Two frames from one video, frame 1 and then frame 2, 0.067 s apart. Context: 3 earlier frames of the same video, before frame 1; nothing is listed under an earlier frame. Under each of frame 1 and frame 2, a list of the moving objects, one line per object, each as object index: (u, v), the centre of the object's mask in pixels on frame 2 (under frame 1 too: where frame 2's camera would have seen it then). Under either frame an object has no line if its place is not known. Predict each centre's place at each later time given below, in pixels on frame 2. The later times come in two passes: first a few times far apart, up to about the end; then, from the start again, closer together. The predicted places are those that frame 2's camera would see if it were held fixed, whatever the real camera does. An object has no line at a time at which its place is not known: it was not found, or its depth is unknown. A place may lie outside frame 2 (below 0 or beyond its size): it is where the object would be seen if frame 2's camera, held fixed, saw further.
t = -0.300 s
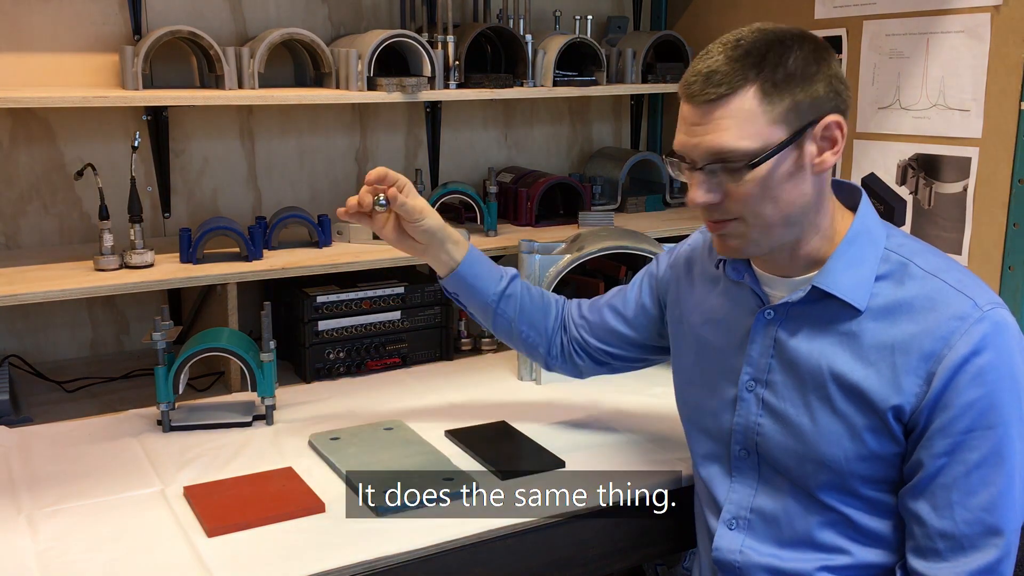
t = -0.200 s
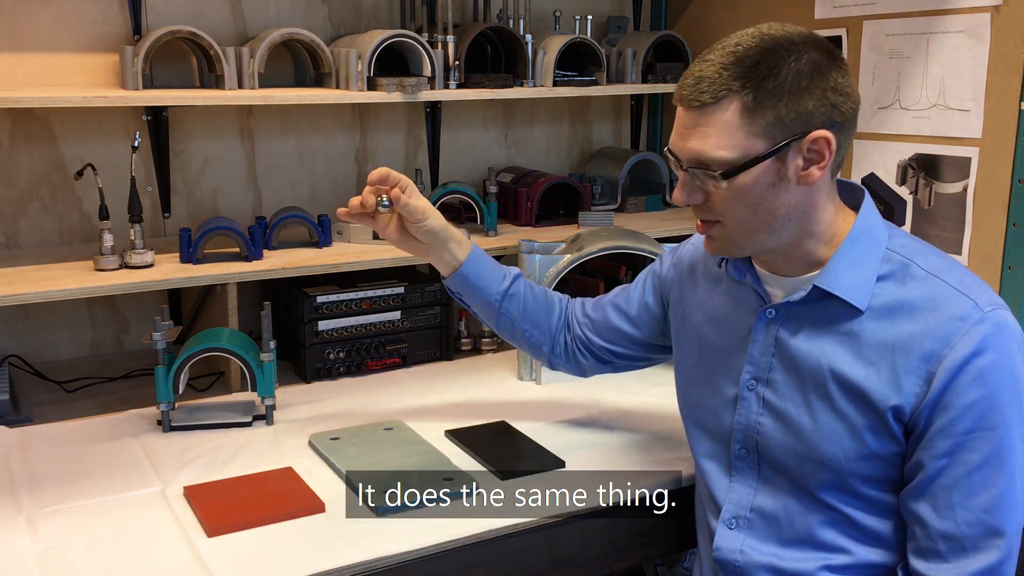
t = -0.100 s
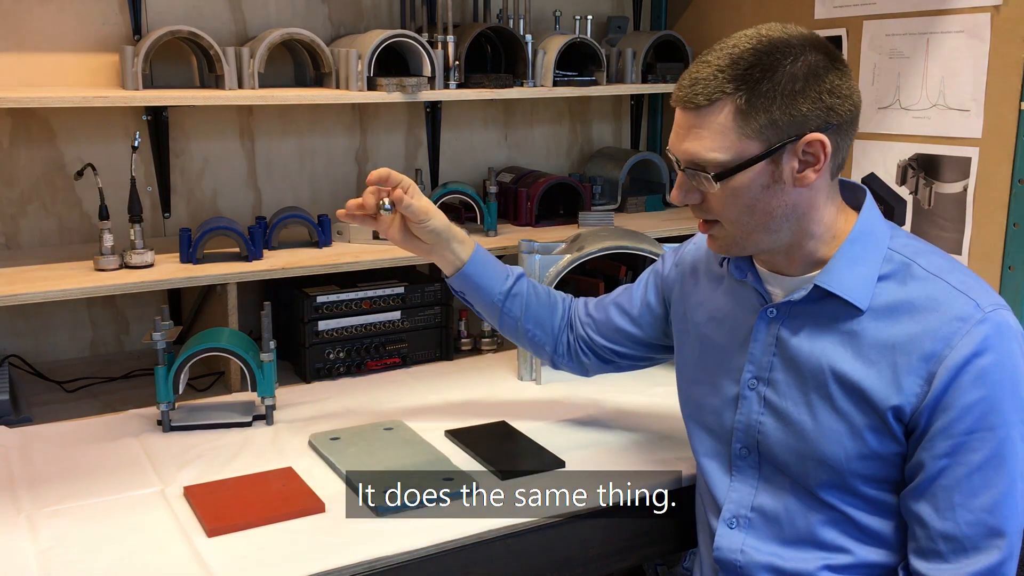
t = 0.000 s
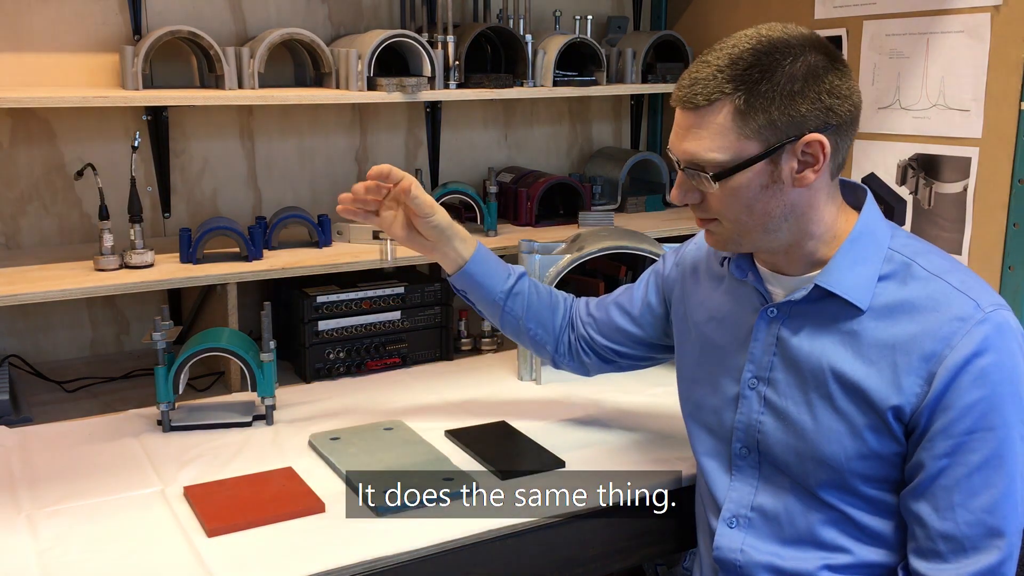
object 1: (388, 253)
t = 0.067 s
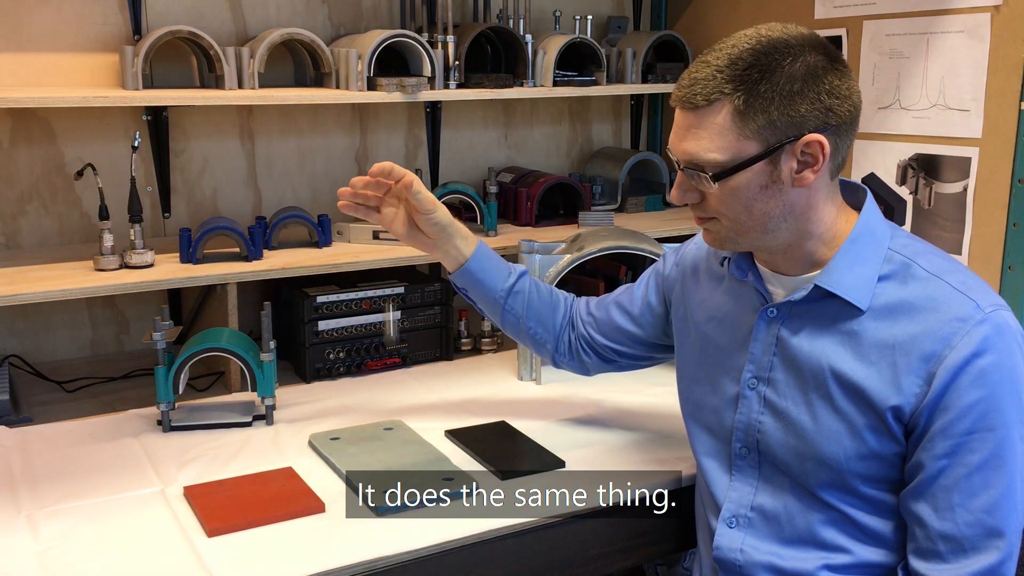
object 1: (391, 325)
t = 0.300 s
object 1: (388, 323)
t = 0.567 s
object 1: (384, 436)
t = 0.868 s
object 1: (376, 416)
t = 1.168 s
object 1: (371, 438)
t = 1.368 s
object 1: (365, 443)
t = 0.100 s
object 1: (392, 367)
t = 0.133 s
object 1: (394, 424)
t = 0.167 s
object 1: (394, 434)
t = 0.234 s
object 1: (391, 360)
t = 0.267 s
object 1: (389, 341)
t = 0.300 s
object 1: (388, 323)
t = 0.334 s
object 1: (386, 311)
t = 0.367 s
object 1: (385, 308)
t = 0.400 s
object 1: (385, 314)
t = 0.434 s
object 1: (384, 328)
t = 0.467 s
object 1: (384, 345)
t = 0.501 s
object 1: (384, 369)
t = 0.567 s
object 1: (384, 436)
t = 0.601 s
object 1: (383, 414)
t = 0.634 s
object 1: (381, 391)
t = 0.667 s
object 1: (380, 374)
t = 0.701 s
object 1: (378, 365)
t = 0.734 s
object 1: (377, 362)
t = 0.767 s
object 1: (377, 365)
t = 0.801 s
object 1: (377, 374)
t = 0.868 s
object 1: (376, 416)
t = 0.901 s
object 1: (376, 438)
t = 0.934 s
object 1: (375, 417)
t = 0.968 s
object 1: (373, 402)
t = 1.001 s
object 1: (372, 394)
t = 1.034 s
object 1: (370, 392)
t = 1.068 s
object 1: (370, 396)
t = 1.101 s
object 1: (370, 407)
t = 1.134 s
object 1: (369, 426)
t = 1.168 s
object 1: (371, 438)
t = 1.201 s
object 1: (369, 424)
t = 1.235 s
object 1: (367, 415)
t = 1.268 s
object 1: (365, 413)
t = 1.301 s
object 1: (365, 416)
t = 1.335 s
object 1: (365, 427)
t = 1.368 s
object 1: (365, 443)
